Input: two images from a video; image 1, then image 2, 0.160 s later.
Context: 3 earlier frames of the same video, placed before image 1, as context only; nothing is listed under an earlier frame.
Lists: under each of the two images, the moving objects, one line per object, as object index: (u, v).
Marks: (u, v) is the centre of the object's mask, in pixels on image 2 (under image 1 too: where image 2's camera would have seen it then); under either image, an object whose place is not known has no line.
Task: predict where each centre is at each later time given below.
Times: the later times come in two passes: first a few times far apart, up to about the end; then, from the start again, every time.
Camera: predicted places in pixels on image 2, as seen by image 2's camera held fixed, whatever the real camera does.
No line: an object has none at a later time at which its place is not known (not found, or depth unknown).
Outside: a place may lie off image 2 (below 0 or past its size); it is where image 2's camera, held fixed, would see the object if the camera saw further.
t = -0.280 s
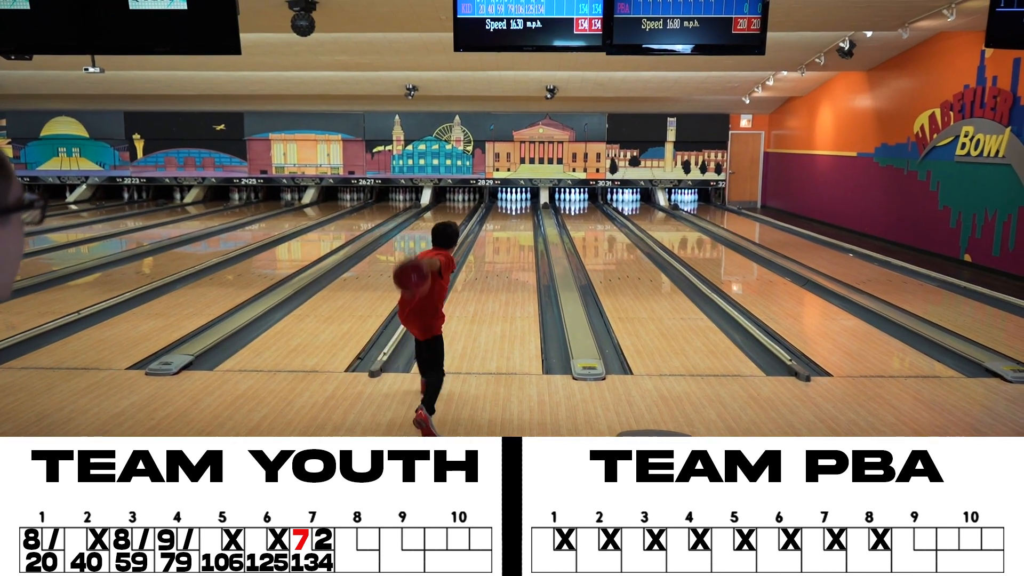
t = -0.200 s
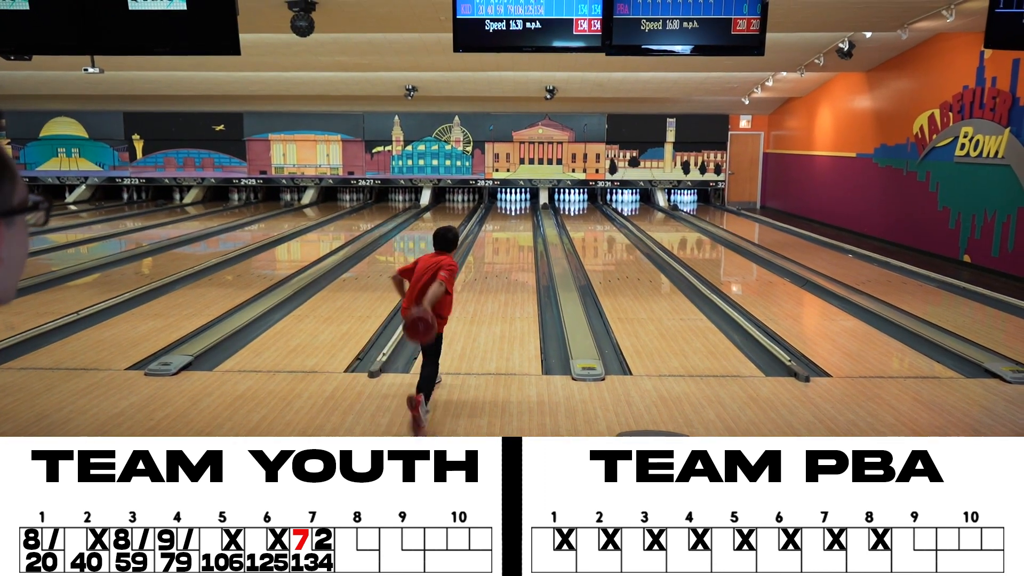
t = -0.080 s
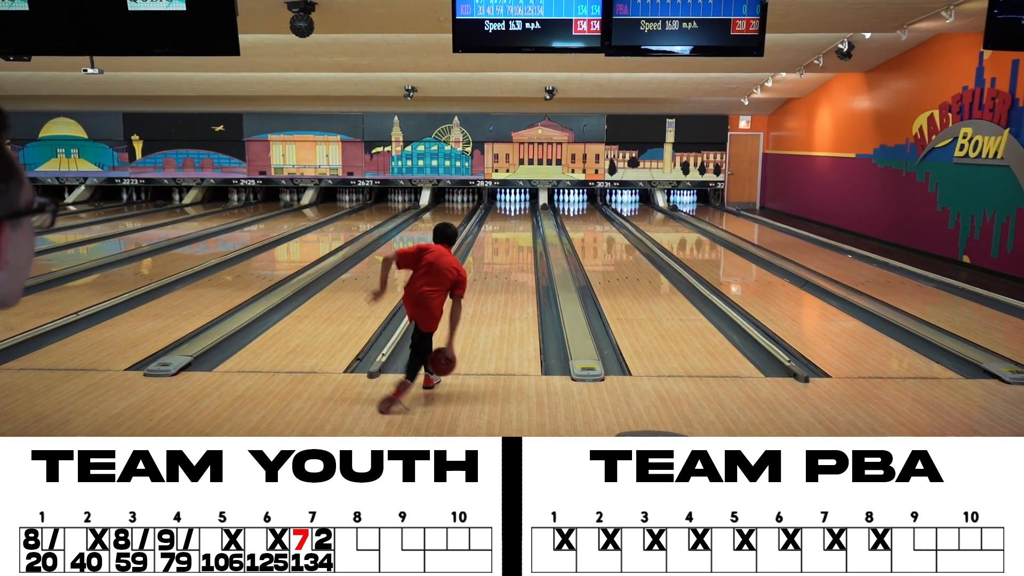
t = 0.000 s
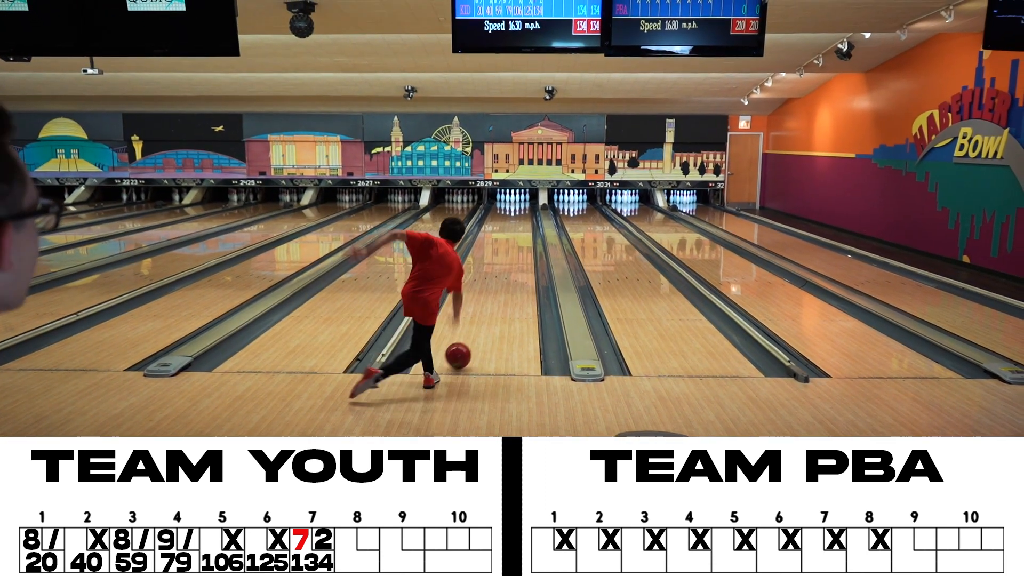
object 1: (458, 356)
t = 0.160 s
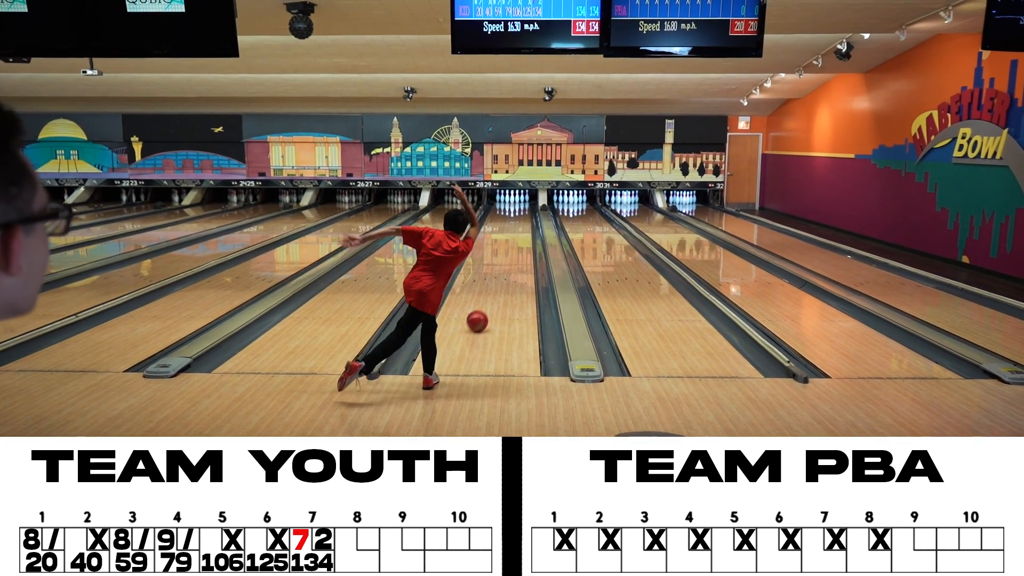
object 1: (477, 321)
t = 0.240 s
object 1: (483, 310)
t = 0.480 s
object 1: (500, 277)
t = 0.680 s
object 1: (509, 260)
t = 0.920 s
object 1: (517, 244)
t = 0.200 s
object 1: (480, 315)
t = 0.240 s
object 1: (483, 310)
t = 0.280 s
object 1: (487, 302)
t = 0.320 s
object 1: (490, 297)
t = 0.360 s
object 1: (493, 291)
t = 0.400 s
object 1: (495, 286)
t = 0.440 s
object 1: (497, 283)
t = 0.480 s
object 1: (500, 277)
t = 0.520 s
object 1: (502, 274)
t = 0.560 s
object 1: (504, 269)
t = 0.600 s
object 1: (506, 266)
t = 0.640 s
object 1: (507, 264)
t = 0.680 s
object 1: (509, 260)
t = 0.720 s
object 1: (511, 257)
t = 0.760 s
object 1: (512, 253)
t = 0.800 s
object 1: (514, 251)
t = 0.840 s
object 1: (515, 249)
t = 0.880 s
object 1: (516, 246)
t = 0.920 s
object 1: (517, 244)
